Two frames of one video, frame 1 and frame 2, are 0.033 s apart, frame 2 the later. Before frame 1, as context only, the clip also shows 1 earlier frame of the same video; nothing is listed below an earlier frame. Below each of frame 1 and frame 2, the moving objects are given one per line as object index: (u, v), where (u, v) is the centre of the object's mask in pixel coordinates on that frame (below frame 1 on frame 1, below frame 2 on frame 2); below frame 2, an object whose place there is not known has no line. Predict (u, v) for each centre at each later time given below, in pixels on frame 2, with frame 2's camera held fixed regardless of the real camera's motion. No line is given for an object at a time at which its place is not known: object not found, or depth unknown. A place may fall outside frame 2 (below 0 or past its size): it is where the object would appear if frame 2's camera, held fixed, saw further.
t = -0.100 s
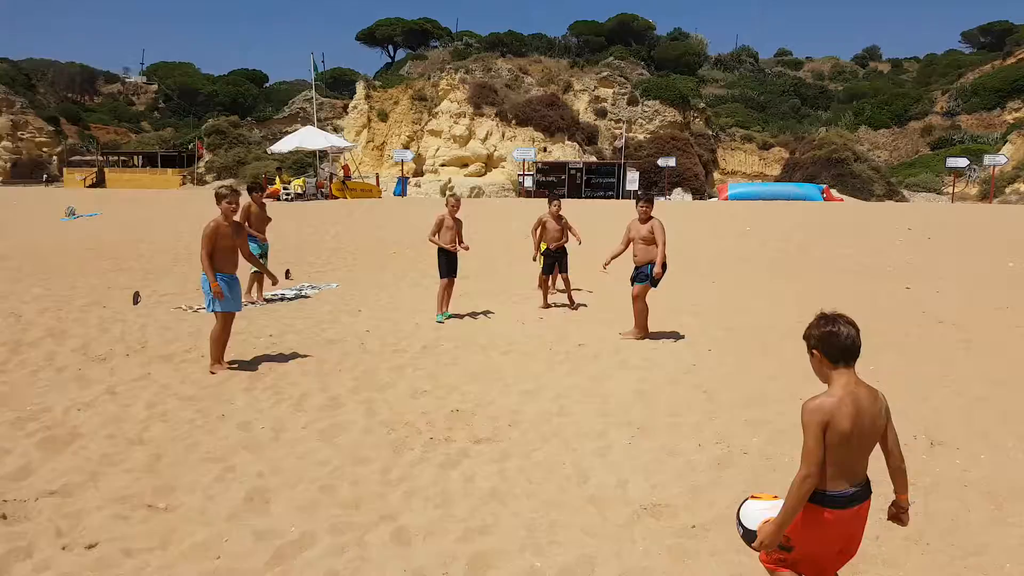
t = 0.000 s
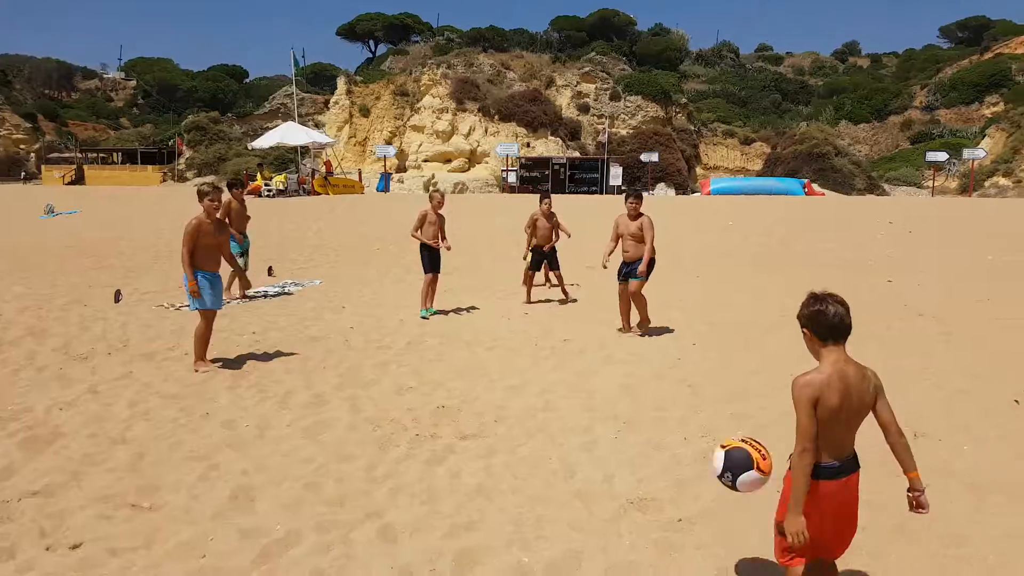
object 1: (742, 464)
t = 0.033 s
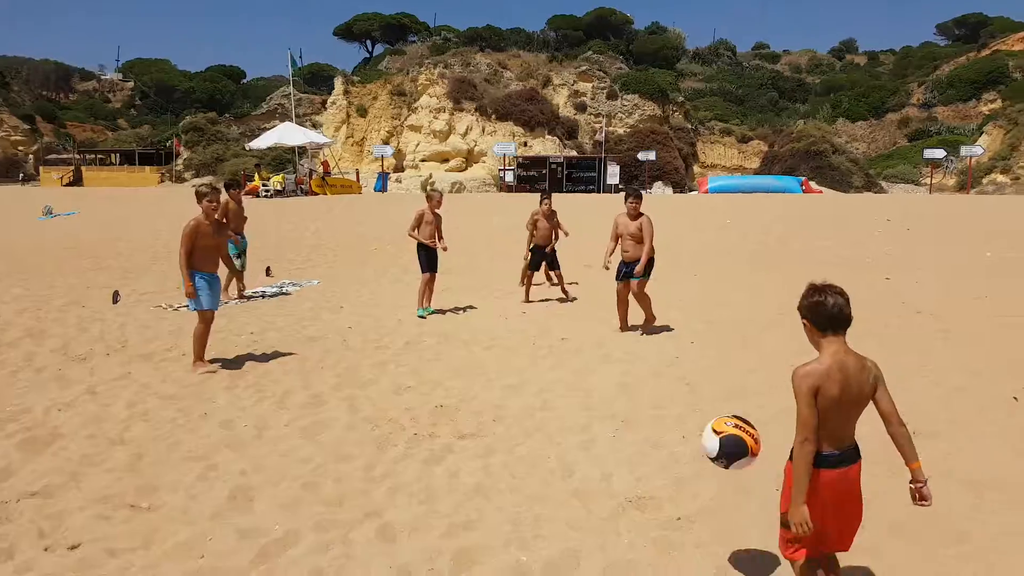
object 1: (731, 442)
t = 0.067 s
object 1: (722, 426)
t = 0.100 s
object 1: (713, 412)
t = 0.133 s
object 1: (703, 400)
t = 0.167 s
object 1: (696, 392)
